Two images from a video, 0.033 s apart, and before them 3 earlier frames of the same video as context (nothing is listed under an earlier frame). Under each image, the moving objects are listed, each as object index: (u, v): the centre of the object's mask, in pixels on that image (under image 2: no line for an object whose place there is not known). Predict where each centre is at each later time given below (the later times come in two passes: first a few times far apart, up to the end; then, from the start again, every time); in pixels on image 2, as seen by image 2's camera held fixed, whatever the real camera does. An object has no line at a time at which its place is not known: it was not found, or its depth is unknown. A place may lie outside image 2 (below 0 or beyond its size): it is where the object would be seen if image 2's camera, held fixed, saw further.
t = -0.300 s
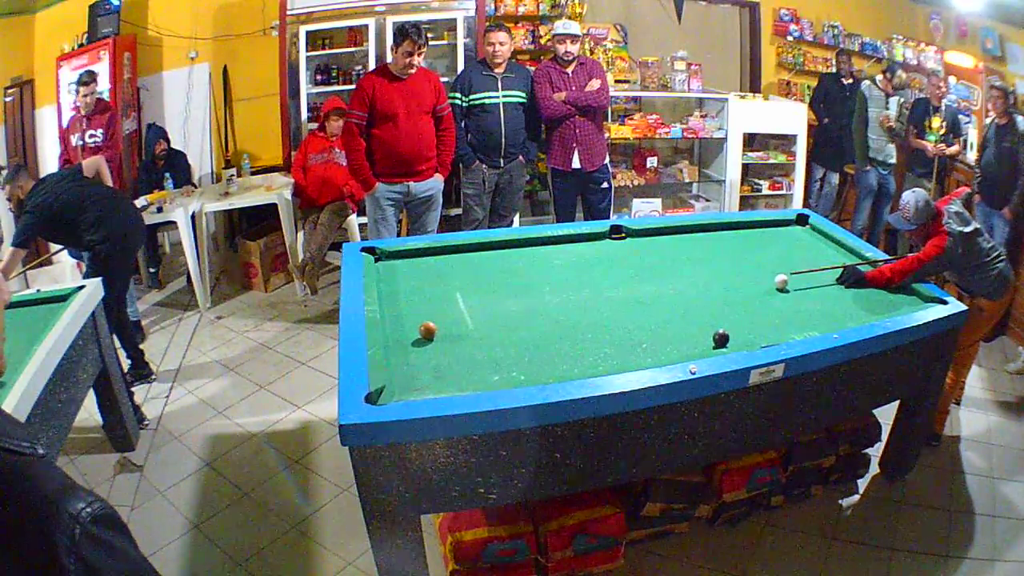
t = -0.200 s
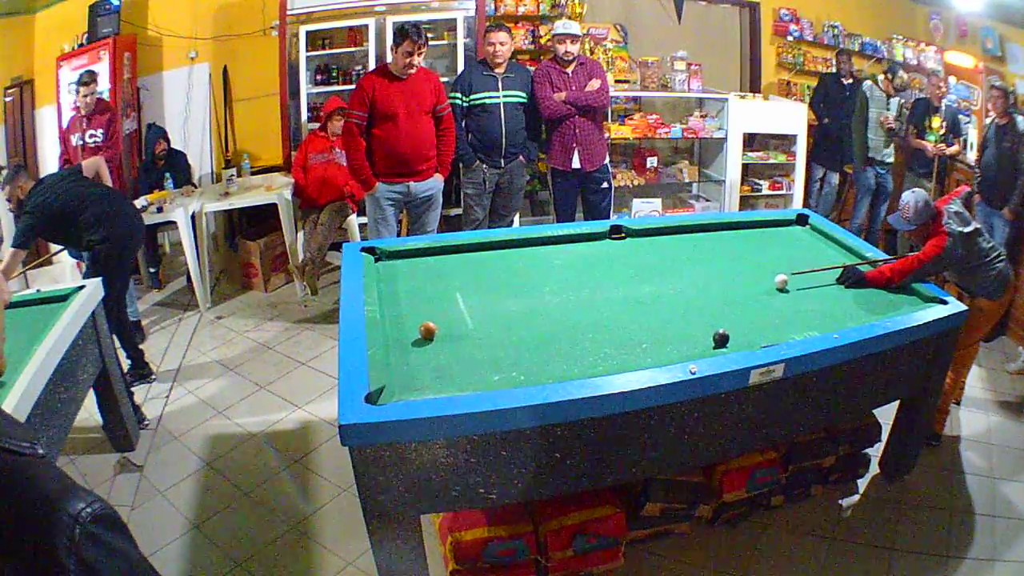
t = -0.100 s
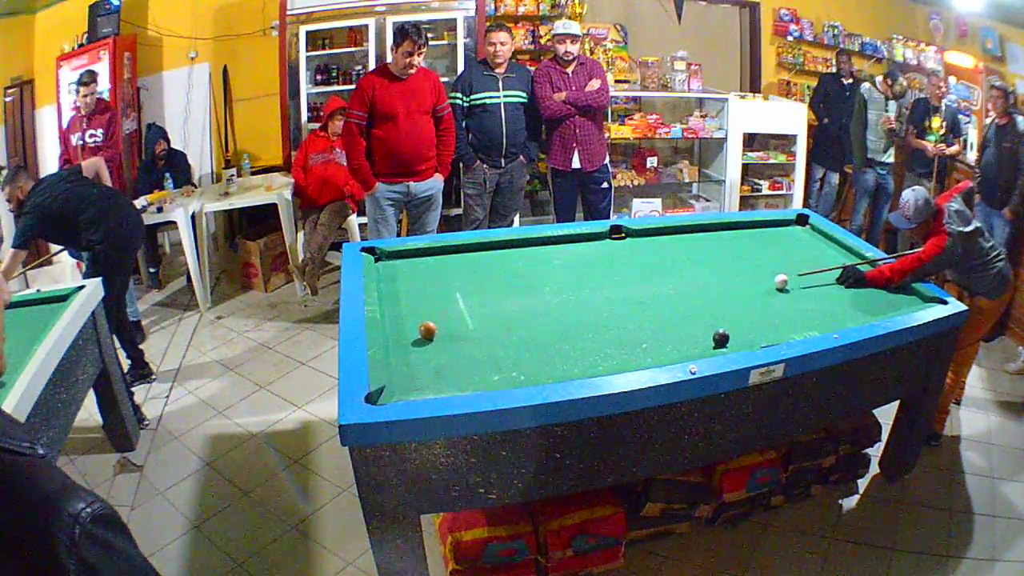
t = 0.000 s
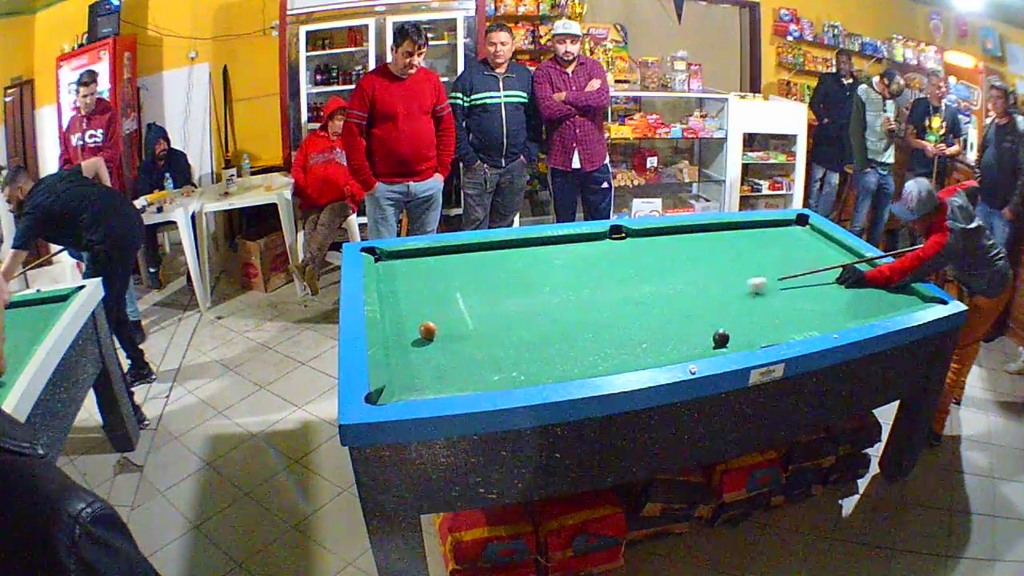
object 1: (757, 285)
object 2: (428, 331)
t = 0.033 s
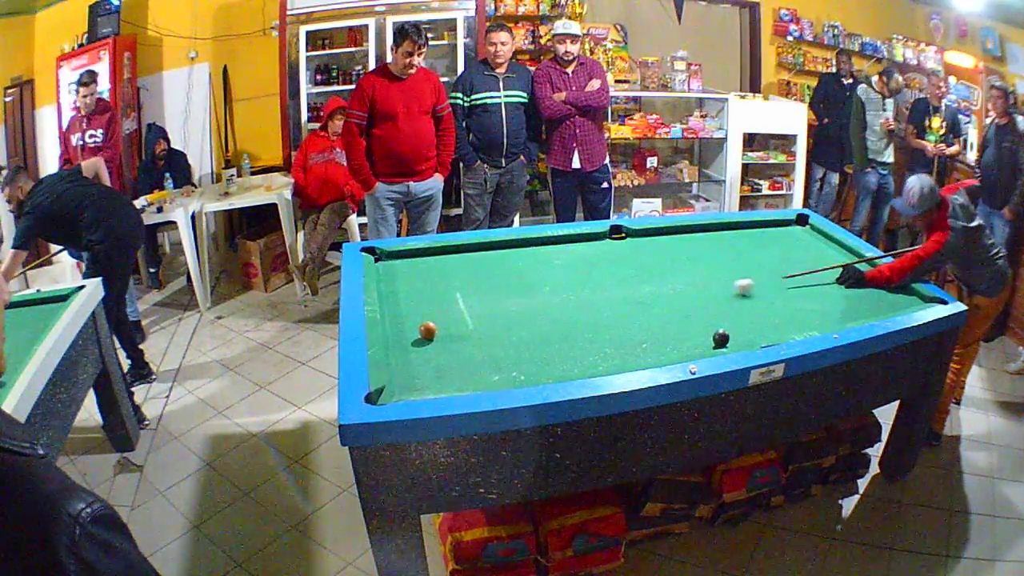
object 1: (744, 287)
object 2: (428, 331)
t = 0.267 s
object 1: (641, 301)
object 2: (427, 331)
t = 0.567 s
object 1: (485, 318)
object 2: (427, 330)
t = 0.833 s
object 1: (396, 311)
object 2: (400, 350)
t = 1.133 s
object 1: (459, 285)
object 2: (418, 365)
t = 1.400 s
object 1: (508, 265)
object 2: (445, 374)
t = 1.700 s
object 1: (553, 246)
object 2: (475, 380)
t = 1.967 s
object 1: (590, 241)
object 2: (491, 375)
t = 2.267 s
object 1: (631, 246)
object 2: (504, 369)
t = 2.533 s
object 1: (666, 250)
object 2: (514, 362)
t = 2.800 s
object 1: (698, 254)
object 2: (521, 358)
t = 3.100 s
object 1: (731, 258)
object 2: (526, 353)
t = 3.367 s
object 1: (758, 261)
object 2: (528, 350)
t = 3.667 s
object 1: (785, 265)
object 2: (529, 349)
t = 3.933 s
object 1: (806, 268)
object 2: (528, 348)
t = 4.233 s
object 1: (827, 272)
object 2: (528, 348)
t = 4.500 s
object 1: (843, 274)
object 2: (528, 348)
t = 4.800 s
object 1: (859, 277)
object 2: (528, 348)
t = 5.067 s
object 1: (872, 279)
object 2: (528, 348)
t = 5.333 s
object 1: (883, 281)
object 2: (528, 348)
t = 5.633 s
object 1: (892, 283)
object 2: (528, 348)
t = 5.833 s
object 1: (898, 285)
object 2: (528, 348)
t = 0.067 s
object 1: (730, 289)
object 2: (428, 331)
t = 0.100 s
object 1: (718, 291)
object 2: (428, 331)
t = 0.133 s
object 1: (703, 293)
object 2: (428, 331)
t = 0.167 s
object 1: (688, 295)
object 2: (428, 331)
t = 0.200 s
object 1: (673, 297)
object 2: (427, 330)
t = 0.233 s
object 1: (658, 299)
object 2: (427, 331)
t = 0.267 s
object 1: (641, 301)
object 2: (427, 331)
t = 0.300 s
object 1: (625, 303)
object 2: (427, 331)
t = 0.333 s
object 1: (609, 305)
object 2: (427, 331)
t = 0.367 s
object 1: (592, 306)
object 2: (427, 331)
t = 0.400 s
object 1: (575, 309)
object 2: (428, 331)
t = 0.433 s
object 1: (557, 311)
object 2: (428, 331)
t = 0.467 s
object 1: (540, 313)
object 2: (427, 330)
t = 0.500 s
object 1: (521, 314)
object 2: (427, 330)
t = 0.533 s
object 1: (503, 316)
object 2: (427, 331)
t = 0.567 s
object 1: (485, 318)
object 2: (427, 330)
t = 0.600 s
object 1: (467, 321)
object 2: (428, 330)
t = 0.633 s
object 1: (448, 323)
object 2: (427, 330)
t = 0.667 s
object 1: (434, 321)
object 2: (424, 334)
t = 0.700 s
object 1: (422, 318)
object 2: (419, 337)
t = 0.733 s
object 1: (409, 318)
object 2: (414, 340)
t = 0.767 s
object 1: (396, 316)
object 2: (409, 343)
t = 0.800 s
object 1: (389, 315)
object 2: (405, 347)
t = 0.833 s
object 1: (396, 311)
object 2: (400, 350)
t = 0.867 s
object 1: (404, 308)
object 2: (394, 353)
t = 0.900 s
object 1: (411, 305)
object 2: (393, 356)
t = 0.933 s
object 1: (419, 302)
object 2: (397, 357)
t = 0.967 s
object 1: (426, 299)
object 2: (401, 358)
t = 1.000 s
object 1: (433, 296)
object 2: (403, 360)
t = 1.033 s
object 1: (440, 293)
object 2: (407, 361)
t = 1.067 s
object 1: (447, 290)
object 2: (411, 362)
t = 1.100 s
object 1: (454, 287)
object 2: (414, 363)
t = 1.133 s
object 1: (459, 285)
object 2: (418, 365)
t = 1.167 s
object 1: (466, 282)
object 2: (421, 366)
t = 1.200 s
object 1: (473, 279)
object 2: (425, 367)
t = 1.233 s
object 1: (478, 277)
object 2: (428, 369)
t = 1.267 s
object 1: (484, 274)
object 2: (431, 370)
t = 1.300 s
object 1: (491, 272)
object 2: (435, 371)
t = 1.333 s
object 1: (496, 269)
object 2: (438, 372)
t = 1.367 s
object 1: (502, 267)
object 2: (442, 373)
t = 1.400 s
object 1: (508, 265)
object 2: (445, 374)
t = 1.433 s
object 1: (513, 263)
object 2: (448, 375)
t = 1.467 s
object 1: (518, 261)
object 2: (452, 376)
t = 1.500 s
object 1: (524, 259)
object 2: (455, 377)
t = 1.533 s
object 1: (529, 256)
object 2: (459, 378)
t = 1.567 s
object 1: (535, 254)
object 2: (461, 378)
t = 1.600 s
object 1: (539, 252)
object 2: (465, 379)
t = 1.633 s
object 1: (544, 250)
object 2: (469, 379)
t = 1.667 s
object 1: (549, 248)
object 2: (472, 379)
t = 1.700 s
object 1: (553, 246)
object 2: (475, 380)
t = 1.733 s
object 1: (557, 244)
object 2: (477, 380)
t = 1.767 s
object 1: (562, 242)
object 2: (480, 379)
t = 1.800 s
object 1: (566, 240)
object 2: (482, 378)
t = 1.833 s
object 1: (571, 239)
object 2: (484, 378)
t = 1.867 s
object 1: (576, 240)
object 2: (485, 378)
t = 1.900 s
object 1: (580, 240)
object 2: (487, 377)
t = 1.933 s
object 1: (585, 241)
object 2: (489, 376)
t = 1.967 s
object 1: (590, 241)
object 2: (491, 375)
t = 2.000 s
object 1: (594, 242)
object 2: (493, 374)
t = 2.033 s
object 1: (599, 242)
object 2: (494, 374)
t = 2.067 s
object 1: (604, 243)
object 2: (495, 373)
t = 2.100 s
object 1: (608, 244)
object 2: (496, 373)
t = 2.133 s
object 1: (613, 244)
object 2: (498, 372)
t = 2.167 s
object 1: (618, 244)
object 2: (499, 372)
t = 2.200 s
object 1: (622, 245)
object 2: (501, 371)
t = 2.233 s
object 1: (627, 246)
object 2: (503, 369)
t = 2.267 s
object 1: (631, 246)
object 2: (504, 369)
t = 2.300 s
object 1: (635, 247)
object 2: (505, 367)
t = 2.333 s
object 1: (640, 247)
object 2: (507, 367)
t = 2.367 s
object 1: (645, 248)
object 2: (508, 366)
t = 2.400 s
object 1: (649, 248)
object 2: (509, 365)
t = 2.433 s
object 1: (653, 249)
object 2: (511, 364)
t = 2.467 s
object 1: (658, 249)
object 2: (512, 363)
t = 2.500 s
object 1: (662, 250)
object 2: (513, 362)
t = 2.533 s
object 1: (666, 250)
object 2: (514, 362)
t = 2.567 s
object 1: (670, 251)
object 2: (515, 362)
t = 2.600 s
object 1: (674, 251)
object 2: (515, 361)
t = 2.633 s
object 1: (679, 251)
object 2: (516, 360)
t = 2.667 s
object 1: (683, 252)
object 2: (517, 359)
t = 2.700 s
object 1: (687, 252)
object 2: (518, 359)
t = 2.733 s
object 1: (690, 253)
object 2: (519, 359)
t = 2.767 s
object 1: (694, 253)
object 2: (520, 358)
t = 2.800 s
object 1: (698, 254)
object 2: (521, 358)
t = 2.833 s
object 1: (702, 254)
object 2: (521, 357)
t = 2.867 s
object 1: (706, 255)
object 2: (522, 356)
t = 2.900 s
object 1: (710, 255)
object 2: (523, 356)
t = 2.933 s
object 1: (713, 255)
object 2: (523, 355)
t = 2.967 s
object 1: (717, 256)
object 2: (524, 355)
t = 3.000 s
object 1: (721, 256)
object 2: (524, 354)
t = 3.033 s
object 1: (724, 257)
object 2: (525, 354)
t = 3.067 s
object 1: (728, 257)
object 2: (525, 353)
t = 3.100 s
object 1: (731, 258)
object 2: (526, 353)
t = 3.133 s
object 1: (735, 258)
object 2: (526, 353)
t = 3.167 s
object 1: (738, 258)
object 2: (527, 352)
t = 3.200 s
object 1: (742, 259)
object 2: (527, 352)
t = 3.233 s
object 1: (745, 259)
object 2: (527, 351)
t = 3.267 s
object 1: (749, 260)
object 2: (528, 351)
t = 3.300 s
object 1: (752, 260)
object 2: (528, 351)
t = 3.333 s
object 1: (755, 261)
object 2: (528, 351)
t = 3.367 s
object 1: (758, 261)
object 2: (528, 350)
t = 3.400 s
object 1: (761, 262)
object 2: (528, 350)
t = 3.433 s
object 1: (764, 262)
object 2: (529, 350)
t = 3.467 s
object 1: (767, 262)
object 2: (529, 349)
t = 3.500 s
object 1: (770, 263)
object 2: (529, 349)
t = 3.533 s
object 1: (773, 263)
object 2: (529, 349)
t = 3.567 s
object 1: (776, 264)
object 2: (529, 349)
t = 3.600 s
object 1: (779, 264)
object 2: (529, 349)
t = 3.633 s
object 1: (782, 265)
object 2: (529, 349)
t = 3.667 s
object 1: (785, 265)
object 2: (529, 349)
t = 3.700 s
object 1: (787, 265)
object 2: (529, 349)
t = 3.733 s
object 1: (790, 266)
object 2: (529, 348)
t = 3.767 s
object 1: (793, 266)
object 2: (529, 348)
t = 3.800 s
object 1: (795, 266)
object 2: (529, 348)
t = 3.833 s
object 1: (798, 267)
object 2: (528, 348)
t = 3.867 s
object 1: (801, 267)
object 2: (528, 348)
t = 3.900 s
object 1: (803, 268)
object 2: (528, 348)
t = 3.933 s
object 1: (806, 268)
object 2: (528, 348)
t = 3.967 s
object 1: (808, 269)
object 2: (528, 348)
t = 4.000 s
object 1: (811, 269)
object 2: (528, 348)
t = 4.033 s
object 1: (813, 269)
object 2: (528, 348)
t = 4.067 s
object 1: (816, 270)
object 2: (528, 348)
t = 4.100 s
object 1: (818, 270)
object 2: (528, 348)
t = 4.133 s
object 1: (820, 271)
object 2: (528, 348)
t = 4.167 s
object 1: (822, 271)
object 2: (528, 348)
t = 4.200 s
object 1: (825, 271)
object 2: (528, 348)
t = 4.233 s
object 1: (827, 272)
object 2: (528, 348)
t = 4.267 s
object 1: (829, 272)
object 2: (528, 348)
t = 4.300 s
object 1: (831, 272)
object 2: (528, 348)
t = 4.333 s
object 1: (833, 273)
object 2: (528, 348)
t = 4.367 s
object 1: (835, 273)
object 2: (528, 348)
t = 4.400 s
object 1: (838, 273)
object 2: (528, 348)
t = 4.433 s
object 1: (839, 274)
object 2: (528, 348)
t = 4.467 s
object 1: (841, 274)
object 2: (528, 348)
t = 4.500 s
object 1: (843, 274)
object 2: (528, 348)
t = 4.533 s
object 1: (845, 275)
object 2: (528, 348)
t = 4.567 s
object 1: (847, 275)
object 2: (528, 348)
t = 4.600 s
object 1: (849, 275)
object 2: (528, 348)
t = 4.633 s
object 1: (851, 276)
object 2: (528, 348)
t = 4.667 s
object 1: (852, 276)
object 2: (528, 349)
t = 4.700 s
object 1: (854, 276)
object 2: (528, 348)
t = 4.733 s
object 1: (856, 277)
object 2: (528, 348)
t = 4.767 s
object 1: (858, 277)
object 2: (528, 349)
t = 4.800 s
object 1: (859, 277)
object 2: (528, 348)
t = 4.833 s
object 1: (861, 278)
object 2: (528, 348)
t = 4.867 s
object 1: (863, 278)
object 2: (528, 348)
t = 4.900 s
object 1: (864, 278)
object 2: (528, 348)
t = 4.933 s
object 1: (866, 278)
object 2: (528, 349)
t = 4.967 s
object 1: (867, 279)
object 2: (528, 348)
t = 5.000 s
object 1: (869, 279)
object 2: (528, 348)
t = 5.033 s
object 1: (871, 279)
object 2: (528, 348)
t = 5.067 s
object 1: (872, 279)
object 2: (528, 348)
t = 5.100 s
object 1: (874, 280)
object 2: (528, 348)
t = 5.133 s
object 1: (875, 280)
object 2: (528, 348)
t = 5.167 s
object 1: (876, 280)
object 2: (528, 348)
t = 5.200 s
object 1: (877, 280)
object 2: (528, 348)
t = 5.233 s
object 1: (878, 280)
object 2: (528, 348)
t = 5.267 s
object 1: (880, 281)
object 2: (528, 348)
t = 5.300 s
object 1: (881, 281)
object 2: (528, 348)
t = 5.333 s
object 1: (883, 281)
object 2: (528, 348)
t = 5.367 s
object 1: (884, 281)
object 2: (528, 348)
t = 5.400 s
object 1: (885, 282)
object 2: (528, 348)
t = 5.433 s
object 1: (886, 282)
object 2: (528, 348)
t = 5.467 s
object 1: (887, 282)
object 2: (528, 348)
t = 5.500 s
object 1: (888, 282)
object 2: (528, 348)
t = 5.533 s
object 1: (889, 282)
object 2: (528, 348)
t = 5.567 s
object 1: (890, 282)
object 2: (528, 348)
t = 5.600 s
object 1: (891, 283)
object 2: (528, 348)
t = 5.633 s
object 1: (892, 283)
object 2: (528, 348)
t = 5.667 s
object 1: (893, 284)
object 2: (528, 348)
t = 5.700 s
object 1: (895, 284)
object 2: (528, 348)
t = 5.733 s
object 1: (895, 284)
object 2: (528, 348)
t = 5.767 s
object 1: (896, 284)
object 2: (528, 348)
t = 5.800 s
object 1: (897, 284)
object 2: (528, 348)
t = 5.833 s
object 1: (898, 285)
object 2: (528, 348)
